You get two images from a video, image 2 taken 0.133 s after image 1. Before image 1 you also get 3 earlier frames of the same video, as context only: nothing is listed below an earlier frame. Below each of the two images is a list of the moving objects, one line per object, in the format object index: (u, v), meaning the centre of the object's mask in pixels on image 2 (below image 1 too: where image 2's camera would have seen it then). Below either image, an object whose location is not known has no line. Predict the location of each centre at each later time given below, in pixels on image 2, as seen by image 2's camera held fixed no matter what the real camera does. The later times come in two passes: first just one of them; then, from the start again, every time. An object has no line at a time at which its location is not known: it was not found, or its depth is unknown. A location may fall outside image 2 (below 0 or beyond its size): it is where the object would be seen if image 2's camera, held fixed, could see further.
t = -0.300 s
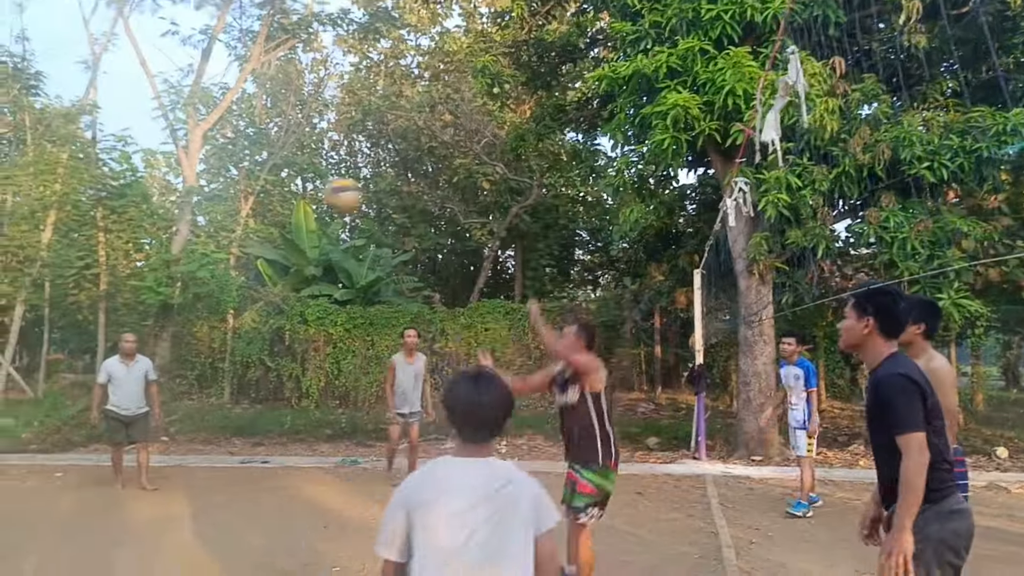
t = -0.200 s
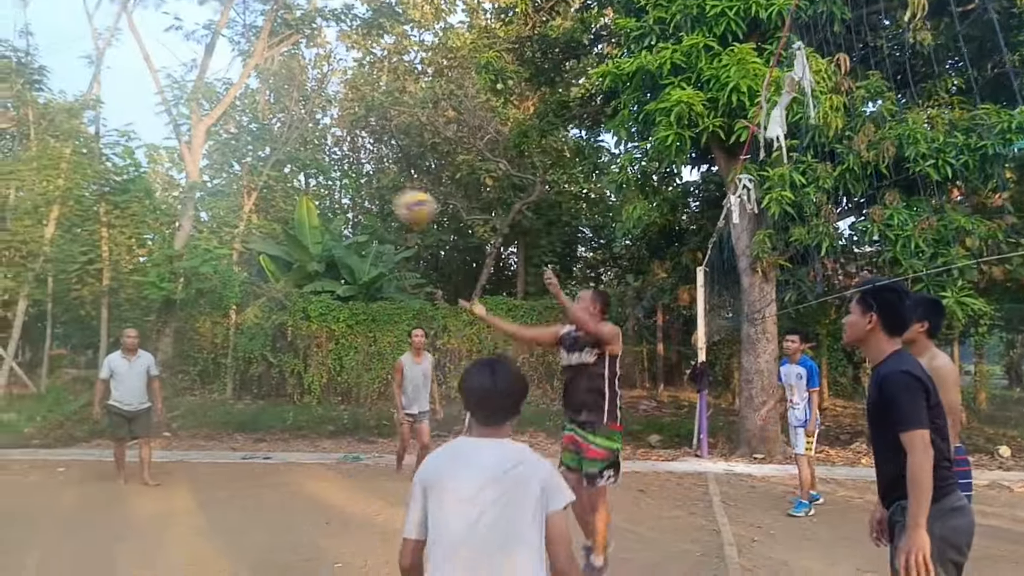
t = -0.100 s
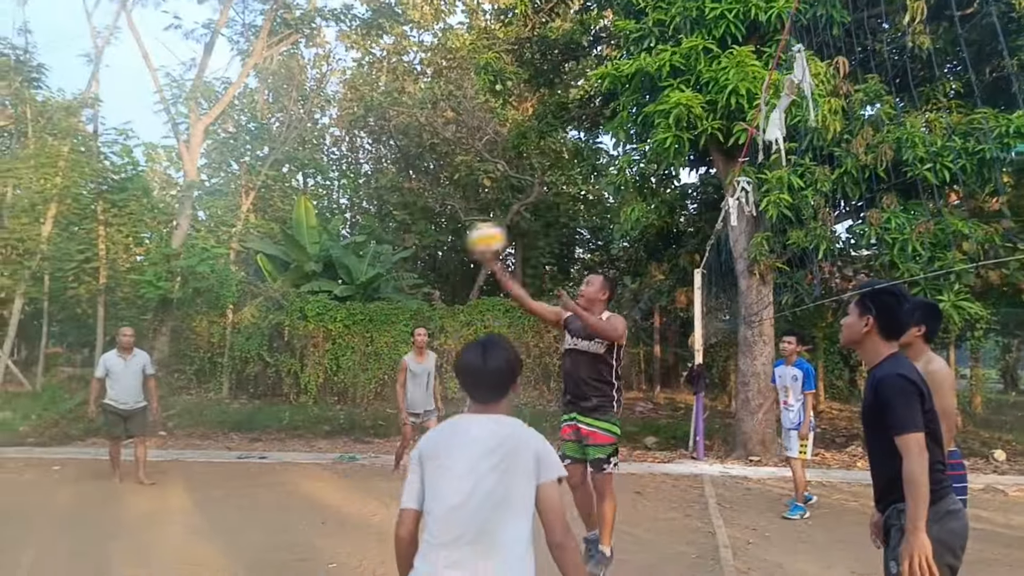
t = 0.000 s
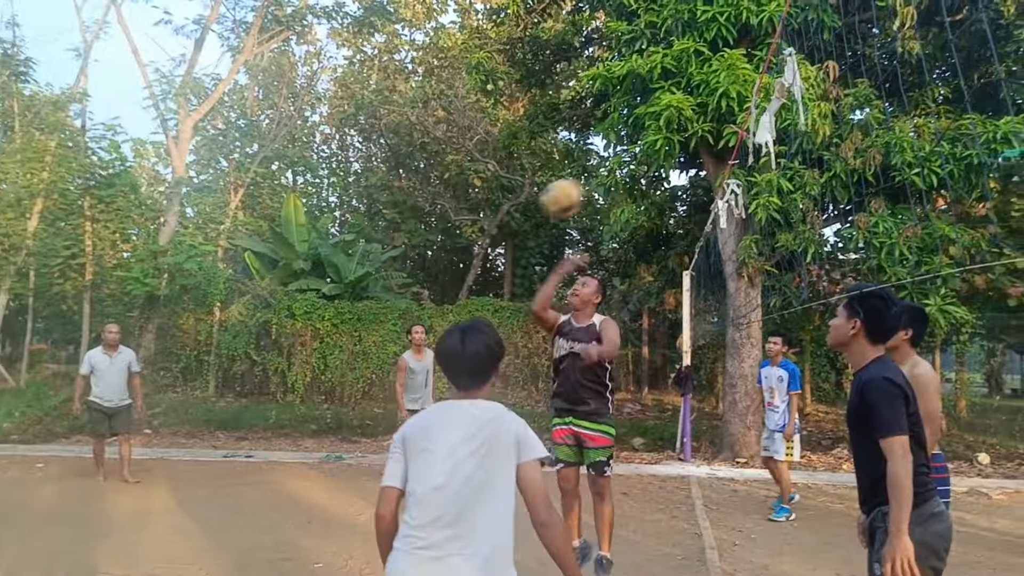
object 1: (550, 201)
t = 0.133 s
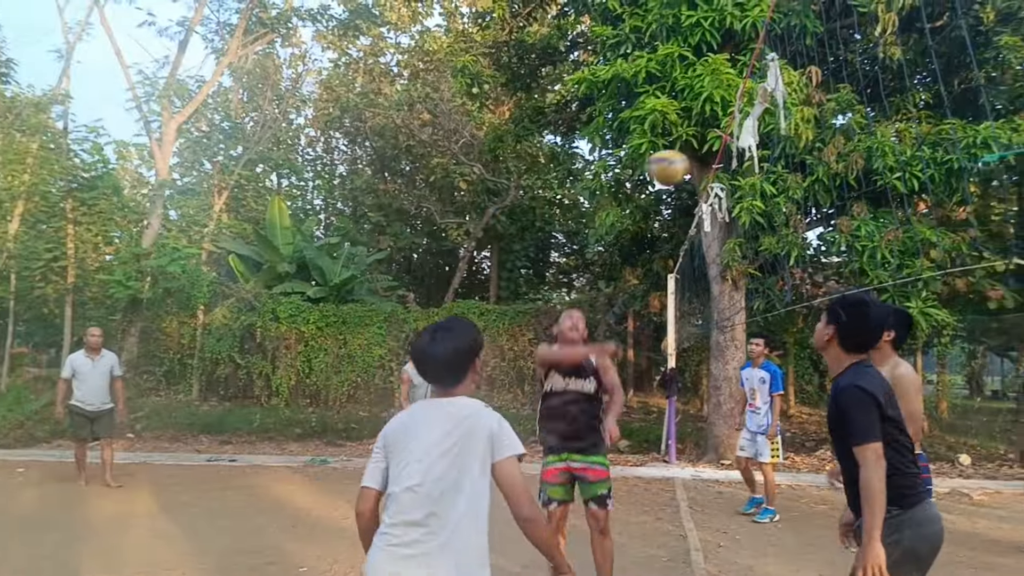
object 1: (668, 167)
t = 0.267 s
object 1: (778, 166)
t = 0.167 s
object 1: (695, 163)
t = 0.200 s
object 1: (723, 163)
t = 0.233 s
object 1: (750, 163)
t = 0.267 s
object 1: (778, 166)
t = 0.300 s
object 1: (805, 170)
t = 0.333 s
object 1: (831, 177)
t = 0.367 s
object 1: (859, 185)
